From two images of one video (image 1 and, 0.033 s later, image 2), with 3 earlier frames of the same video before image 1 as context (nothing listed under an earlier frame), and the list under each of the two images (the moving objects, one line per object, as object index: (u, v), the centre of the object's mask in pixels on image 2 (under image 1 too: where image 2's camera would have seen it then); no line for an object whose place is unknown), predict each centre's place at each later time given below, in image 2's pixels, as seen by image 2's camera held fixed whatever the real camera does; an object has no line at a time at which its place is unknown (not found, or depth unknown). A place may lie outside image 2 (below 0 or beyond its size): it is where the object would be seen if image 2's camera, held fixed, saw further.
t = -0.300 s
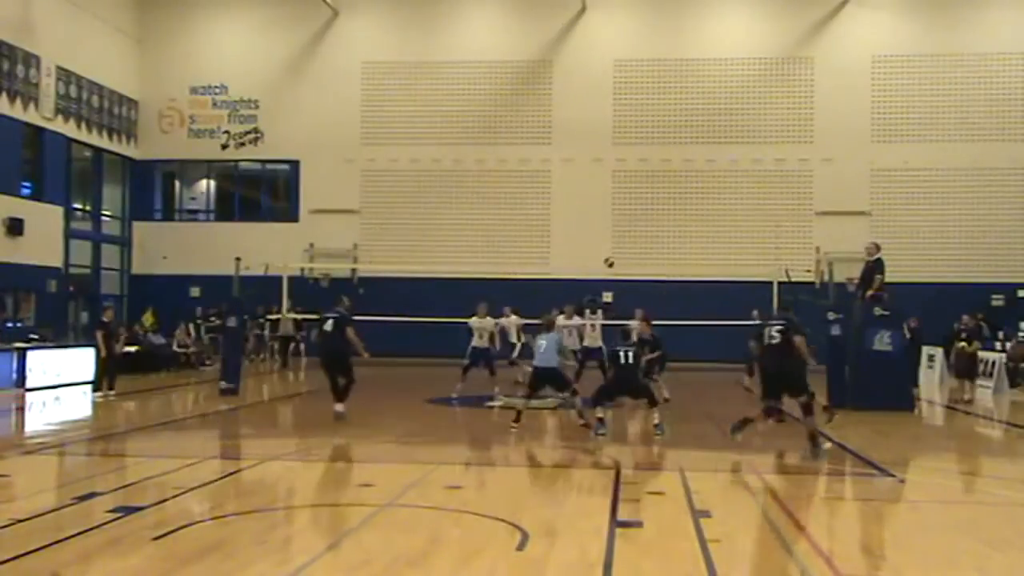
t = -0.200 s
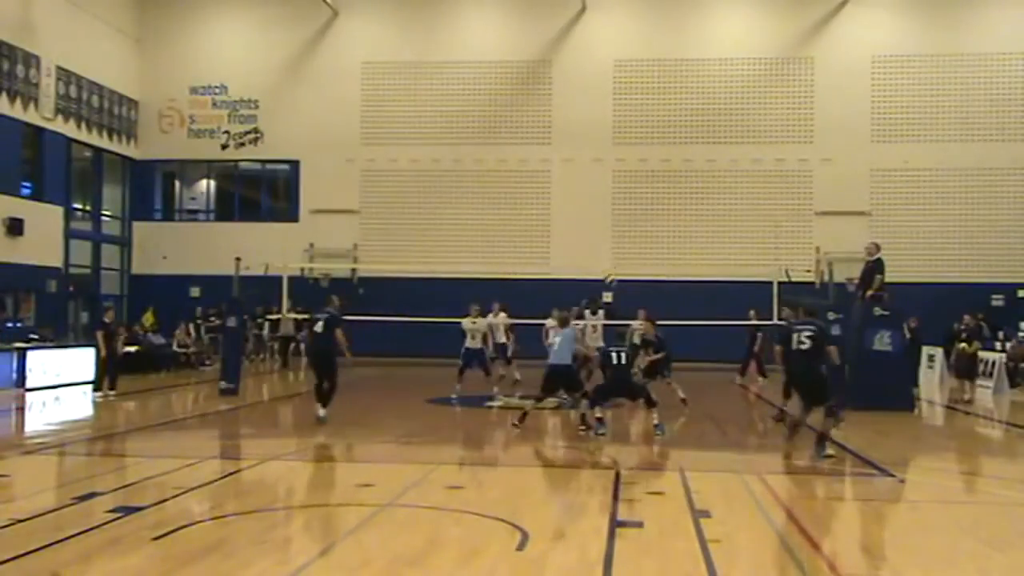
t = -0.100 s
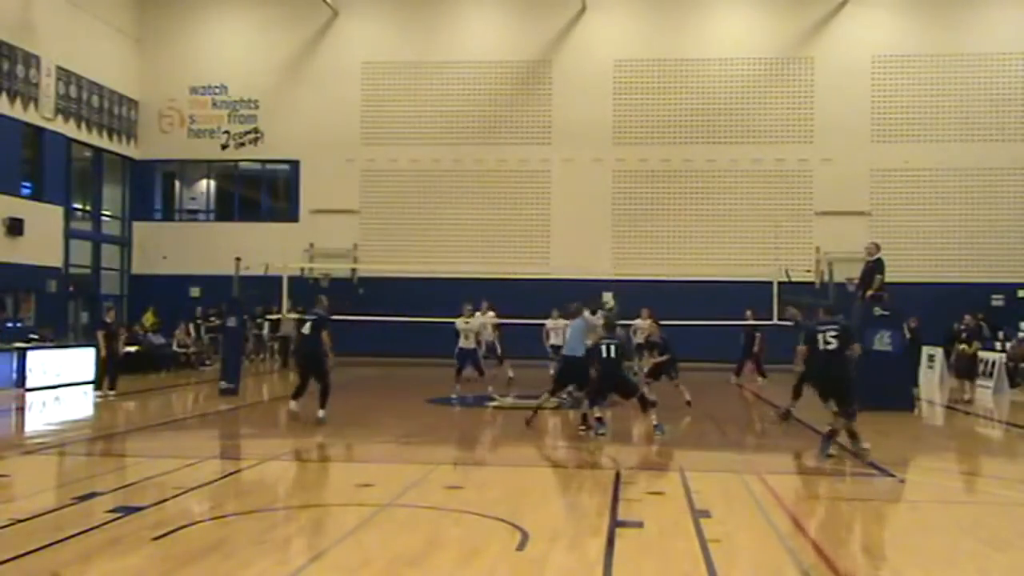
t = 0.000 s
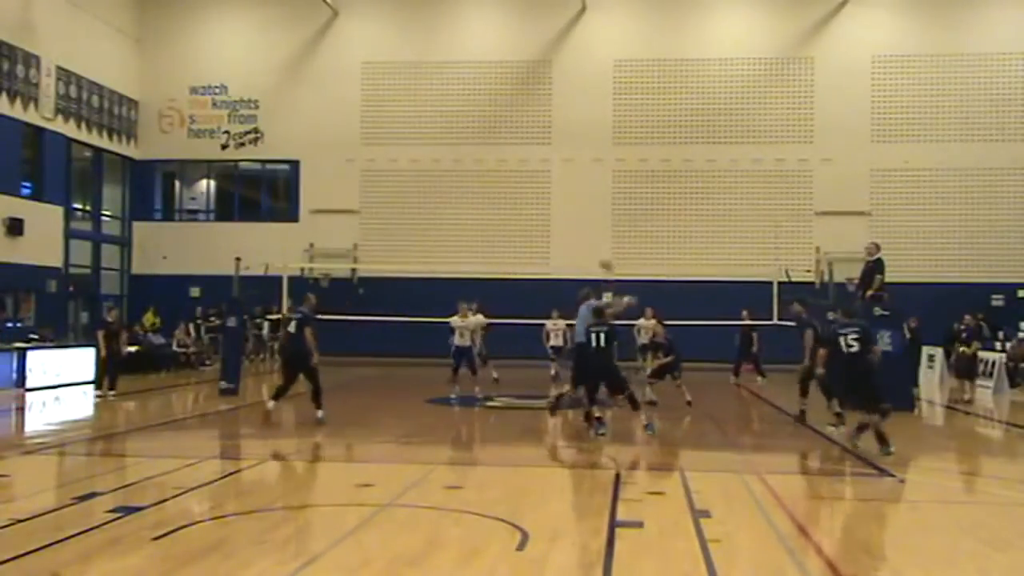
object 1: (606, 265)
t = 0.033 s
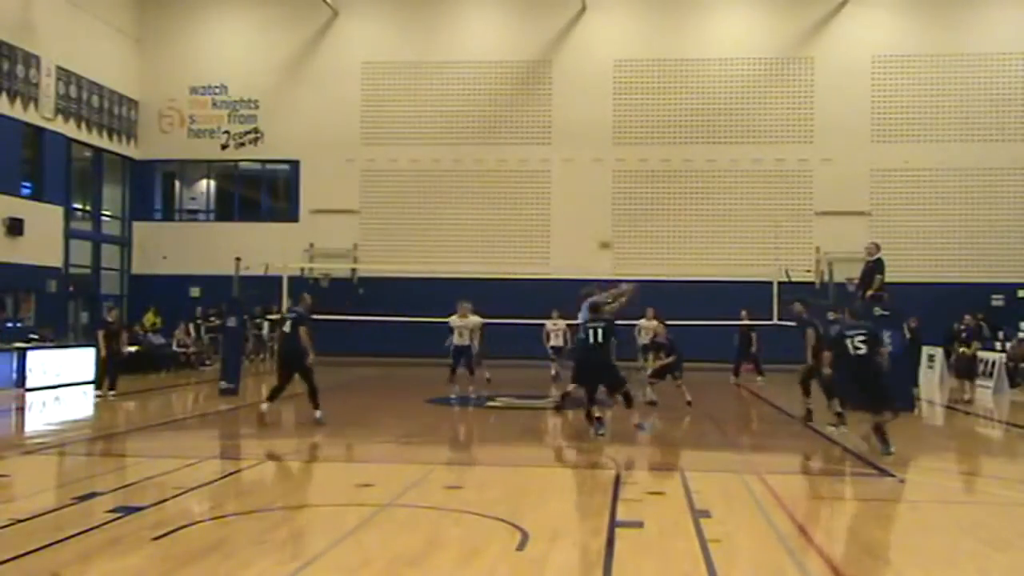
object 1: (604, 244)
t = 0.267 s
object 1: (590, 122)
